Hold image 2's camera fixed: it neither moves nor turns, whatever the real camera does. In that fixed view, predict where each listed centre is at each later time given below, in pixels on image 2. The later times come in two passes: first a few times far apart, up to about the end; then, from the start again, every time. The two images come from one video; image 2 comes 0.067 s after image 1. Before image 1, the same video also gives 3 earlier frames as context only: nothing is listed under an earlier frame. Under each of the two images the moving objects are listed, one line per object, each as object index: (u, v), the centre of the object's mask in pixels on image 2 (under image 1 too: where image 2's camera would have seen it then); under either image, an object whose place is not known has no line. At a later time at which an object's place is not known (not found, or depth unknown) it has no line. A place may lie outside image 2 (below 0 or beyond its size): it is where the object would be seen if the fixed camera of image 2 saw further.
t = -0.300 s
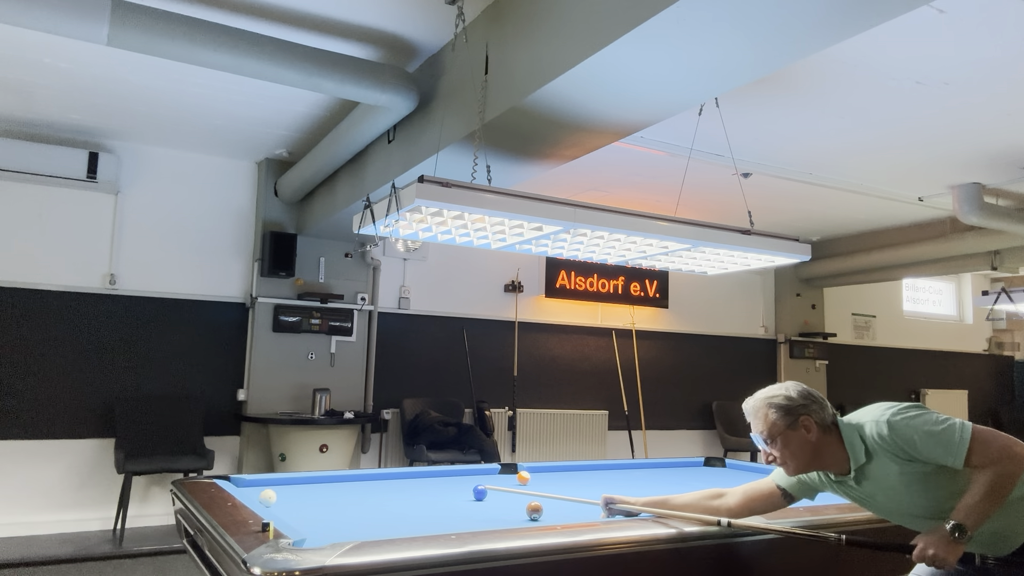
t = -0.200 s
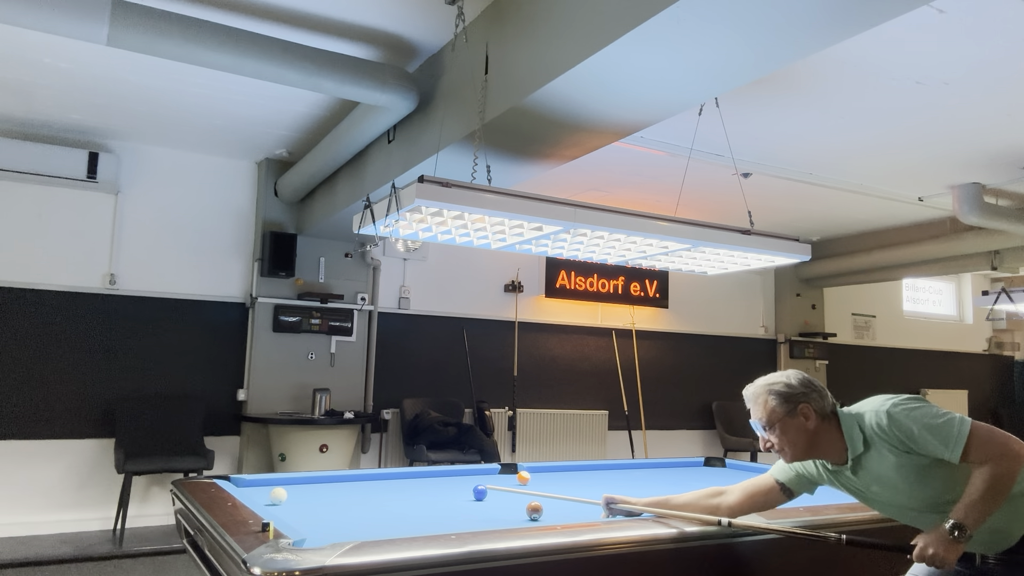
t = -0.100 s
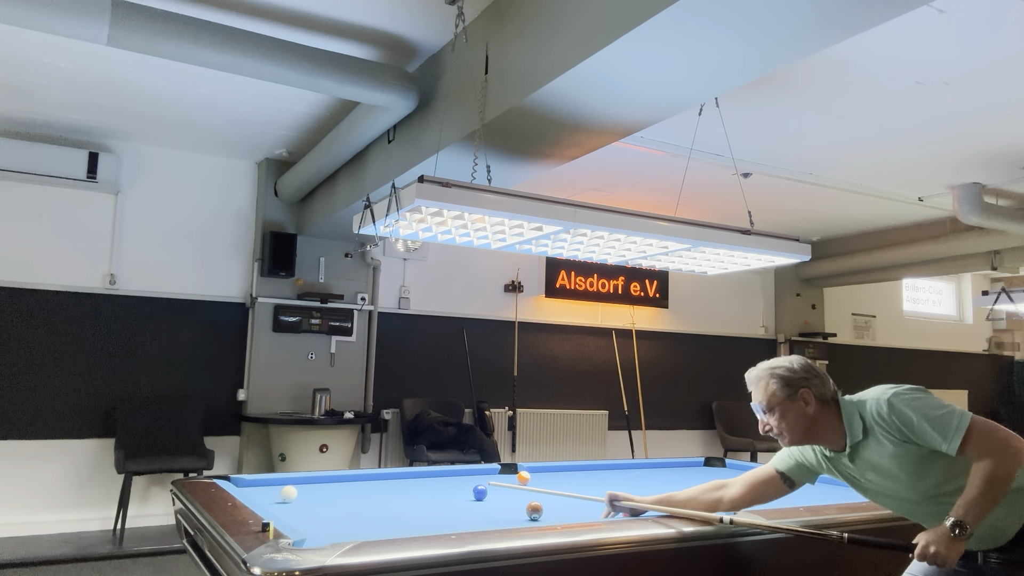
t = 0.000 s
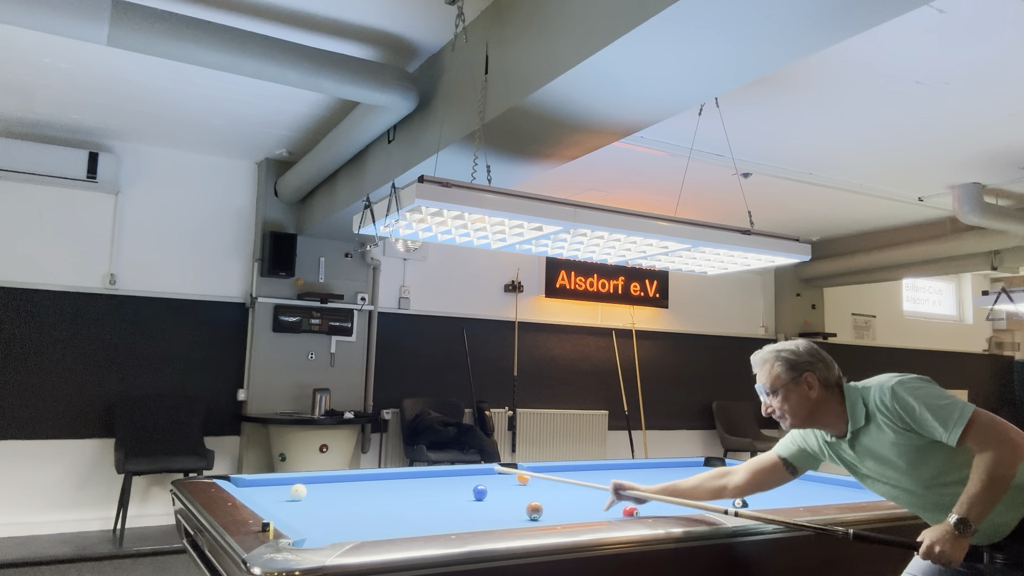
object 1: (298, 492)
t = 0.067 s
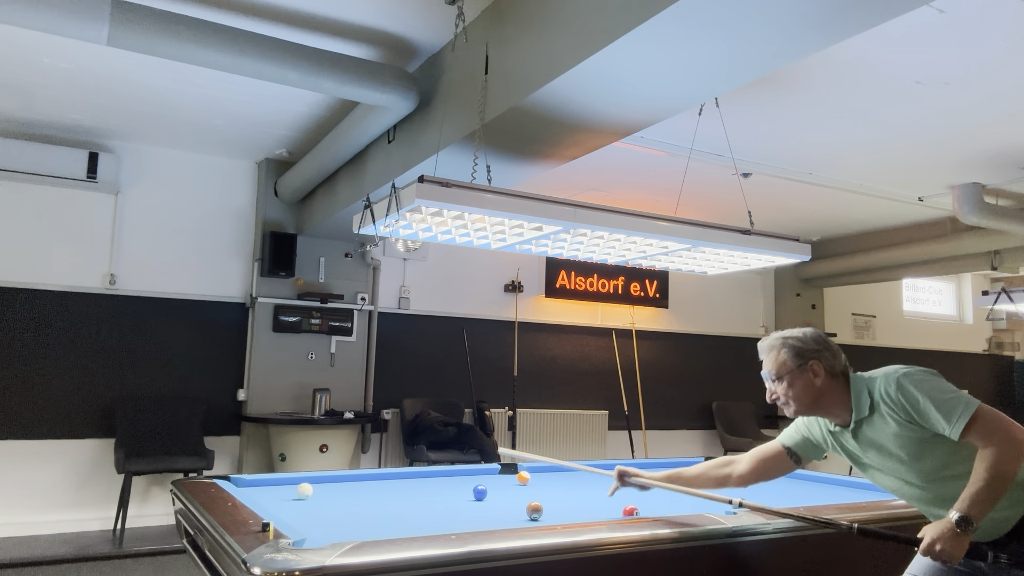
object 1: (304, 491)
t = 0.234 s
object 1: (319, 489)
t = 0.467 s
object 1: (338, 485)
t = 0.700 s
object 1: (354, 482)
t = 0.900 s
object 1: (368, 480)
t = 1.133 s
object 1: (381, 477)
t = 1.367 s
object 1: (394, 475)
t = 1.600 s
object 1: (407, 474)
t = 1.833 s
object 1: (420, 474)
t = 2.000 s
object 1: (429, 474)
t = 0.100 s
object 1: (307, 491)
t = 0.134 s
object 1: (310, 490)
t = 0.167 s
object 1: (313, 489)
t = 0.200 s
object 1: (316, 489)
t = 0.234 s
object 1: (319, 489)
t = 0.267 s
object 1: (322, 488)
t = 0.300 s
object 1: (324, 487)
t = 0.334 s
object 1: (327, 487)
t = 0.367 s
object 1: (330, 487)
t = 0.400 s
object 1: (332, 486)
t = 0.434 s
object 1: (335, 486)
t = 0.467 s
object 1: (338, 485)
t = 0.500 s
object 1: (340, 485)
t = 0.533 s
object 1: (343, 484)
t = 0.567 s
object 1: (345, 484)
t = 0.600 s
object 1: (348, 483)
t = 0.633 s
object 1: (350, 483)
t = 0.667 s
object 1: (352, 482)
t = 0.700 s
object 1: (354, 482)
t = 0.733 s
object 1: (357, 482)
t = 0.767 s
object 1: (359, 481)
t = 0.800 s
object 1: (361, 481)
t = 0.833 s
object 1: (363, 480)
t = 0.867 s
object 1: (365, 480)
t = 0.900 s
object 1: (368, 480)
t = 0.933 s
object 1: (369, 479)
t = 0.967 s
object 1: (371, 479)
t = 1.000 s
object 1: (374, 478)
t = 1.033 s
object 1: (375, 478)
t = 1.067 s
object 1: (377, 478)
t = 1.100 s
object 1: (379, 477)
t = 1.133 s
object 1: (381, 477)
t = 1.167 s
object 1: (383, 477)
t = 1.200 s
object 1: (385, 476)
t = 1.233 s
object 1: (387, 476)
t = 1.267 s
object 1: (388, 476)
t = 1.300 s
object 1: (390, 475)
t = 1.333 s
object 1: (392, 475)
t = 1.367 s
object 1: (394, 475)
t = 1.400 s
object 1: (396, 475)
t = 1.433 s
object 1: (397, 474)
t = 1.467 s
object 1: (399, 474)
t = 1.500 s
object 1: (401, 474)
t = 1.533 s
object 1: (403, 474)
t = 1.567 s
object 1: (405, 474)
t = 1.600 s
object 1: (407, 474)
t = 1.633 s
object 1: (409, 474)
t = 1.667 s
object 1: (411, 474)
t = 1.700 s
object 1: (413, 474)
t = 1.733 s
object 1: (415, 474)
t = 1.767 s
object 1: (416, 474)
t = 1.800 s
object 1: (418, 474)
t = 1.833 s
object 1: (420, 474)
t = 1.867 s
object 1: (422, 474)
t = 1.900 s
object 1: (423, 474)
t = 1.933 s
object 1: (425, 474)
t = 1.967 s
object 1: (427, 474)
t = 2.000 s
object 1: (429, 474)
